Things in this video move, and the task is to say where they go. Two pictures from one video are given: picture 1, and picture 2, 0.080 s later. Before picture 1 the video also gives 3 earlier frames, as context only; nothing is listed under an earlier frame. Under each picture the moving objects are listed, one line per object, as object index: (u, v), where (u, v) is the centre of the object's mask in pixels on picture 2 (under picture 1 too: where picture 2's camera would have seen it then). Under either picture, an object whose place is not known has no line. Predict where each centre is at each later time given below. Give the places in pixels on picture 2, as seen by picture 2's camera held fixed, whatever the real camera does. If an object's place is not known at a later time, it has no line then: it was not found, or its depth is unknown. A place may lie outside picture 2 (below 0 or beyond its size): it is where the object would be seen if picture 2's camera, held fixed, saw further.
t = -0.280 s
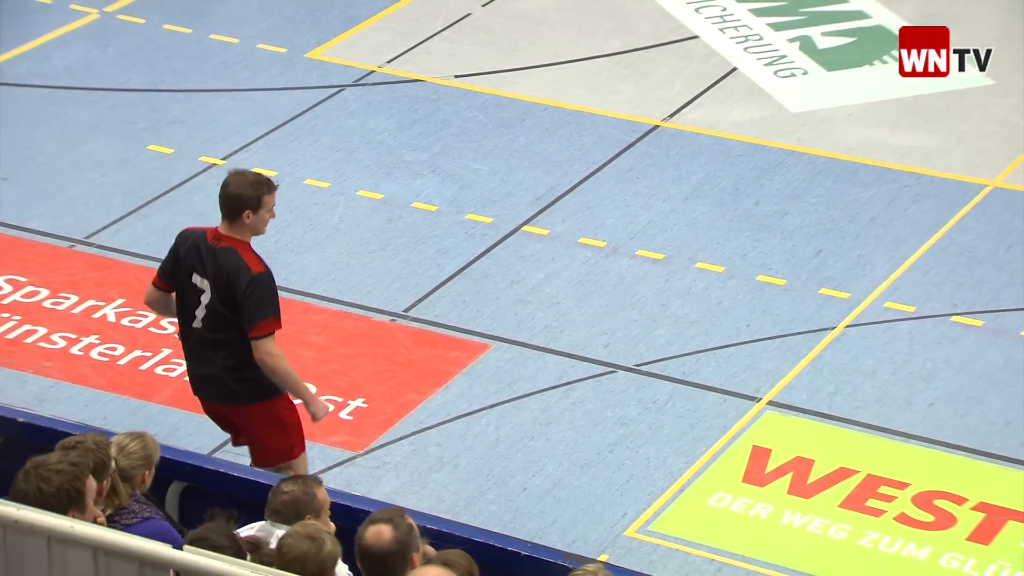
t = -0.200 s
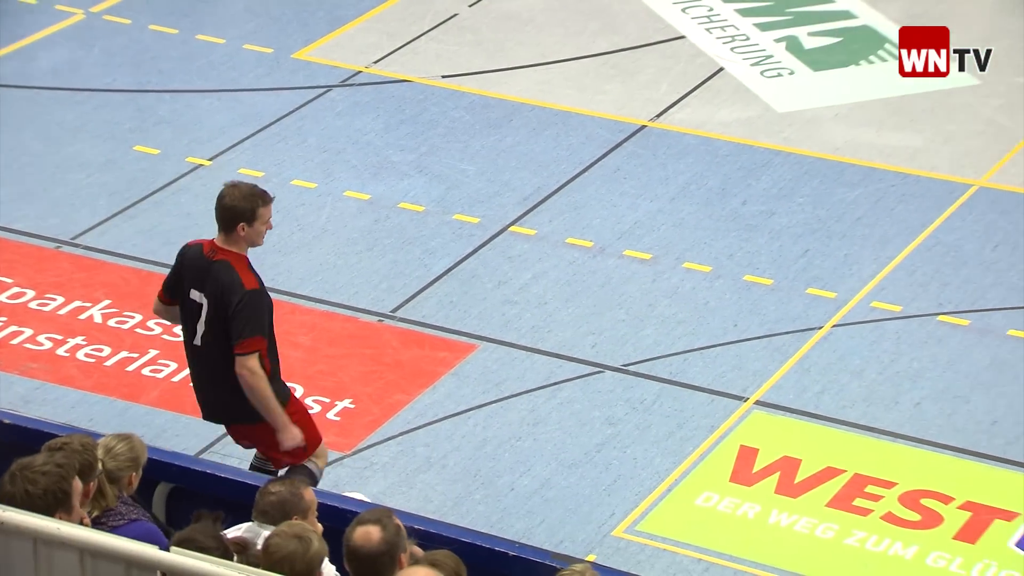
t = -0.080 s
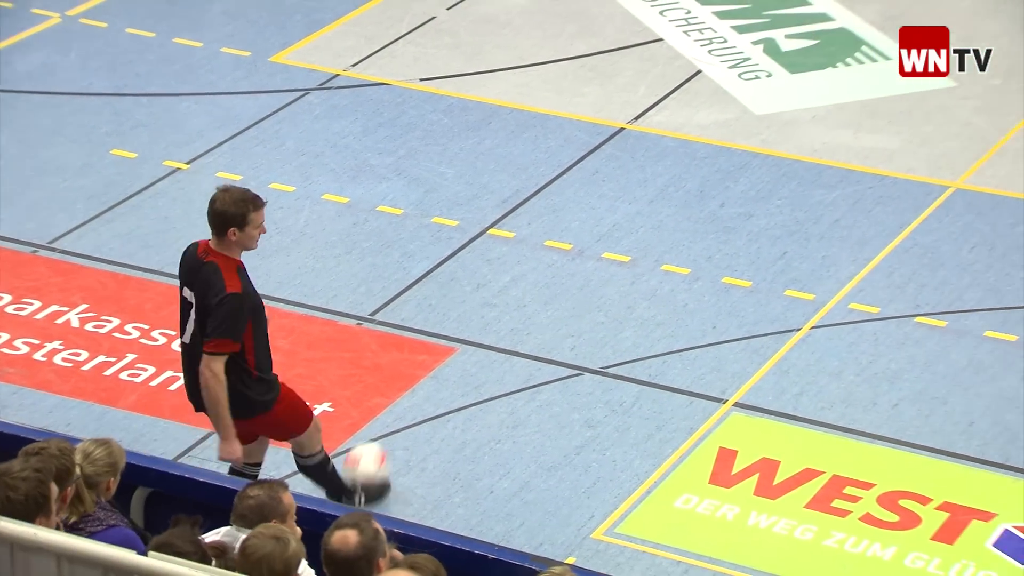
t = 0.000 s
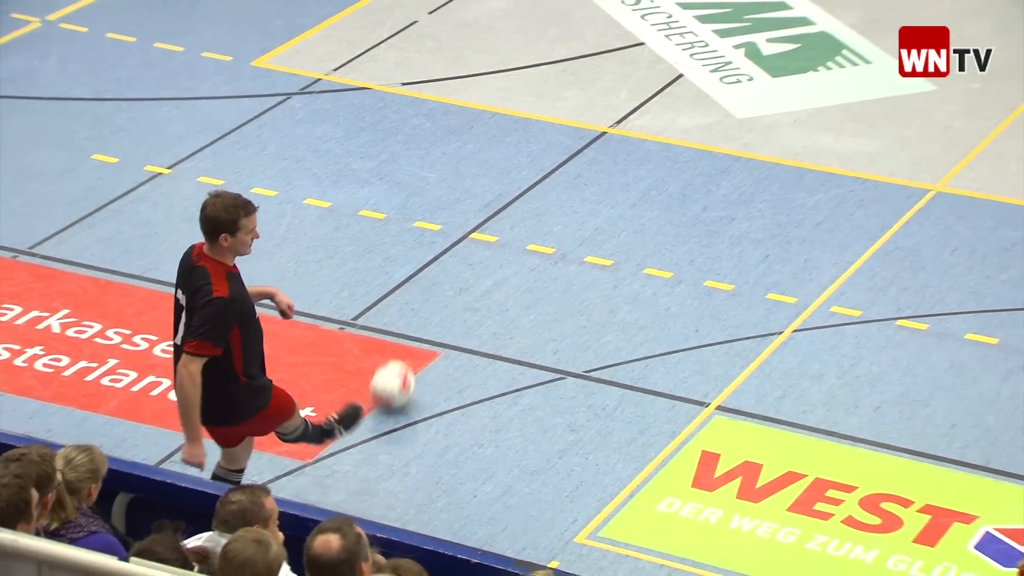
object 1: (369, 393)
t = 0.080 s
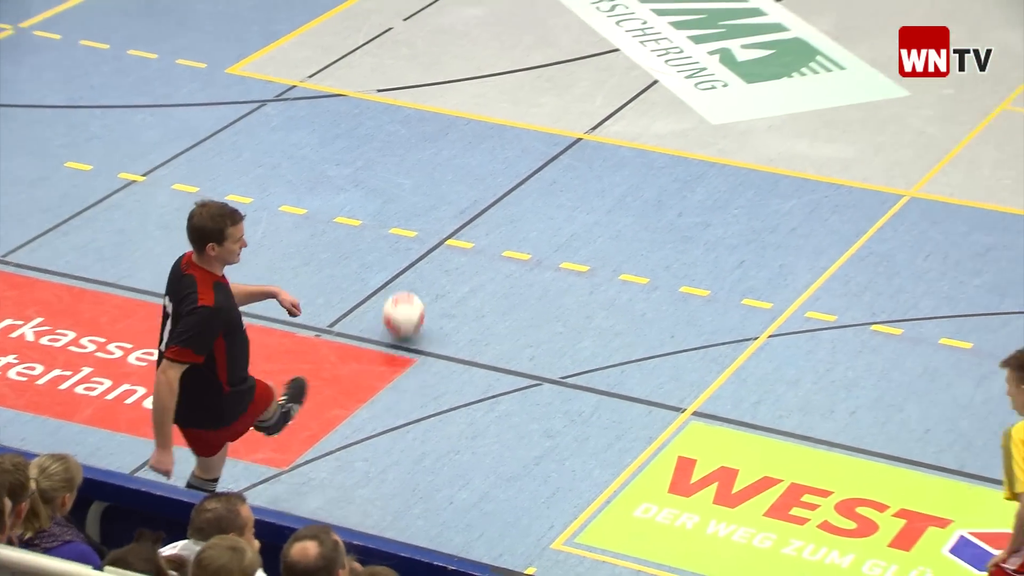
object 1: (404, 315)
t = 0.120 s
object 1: (419, 283)
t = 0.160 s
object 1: (432, 254)
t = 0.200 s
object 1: (445, 223)
